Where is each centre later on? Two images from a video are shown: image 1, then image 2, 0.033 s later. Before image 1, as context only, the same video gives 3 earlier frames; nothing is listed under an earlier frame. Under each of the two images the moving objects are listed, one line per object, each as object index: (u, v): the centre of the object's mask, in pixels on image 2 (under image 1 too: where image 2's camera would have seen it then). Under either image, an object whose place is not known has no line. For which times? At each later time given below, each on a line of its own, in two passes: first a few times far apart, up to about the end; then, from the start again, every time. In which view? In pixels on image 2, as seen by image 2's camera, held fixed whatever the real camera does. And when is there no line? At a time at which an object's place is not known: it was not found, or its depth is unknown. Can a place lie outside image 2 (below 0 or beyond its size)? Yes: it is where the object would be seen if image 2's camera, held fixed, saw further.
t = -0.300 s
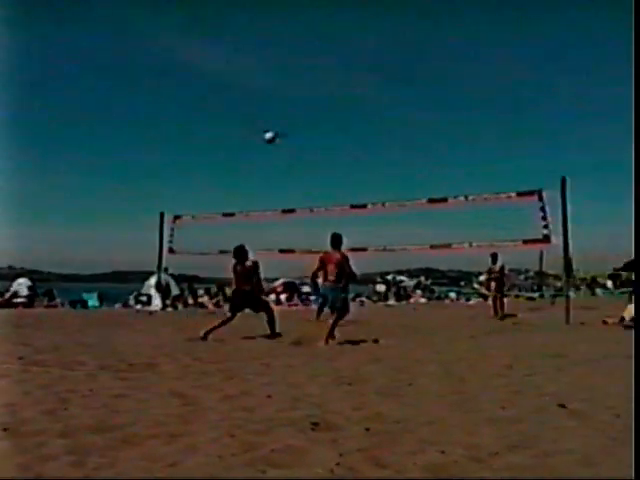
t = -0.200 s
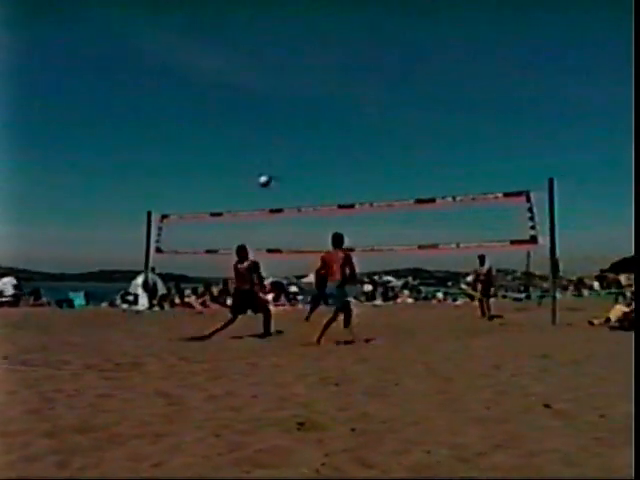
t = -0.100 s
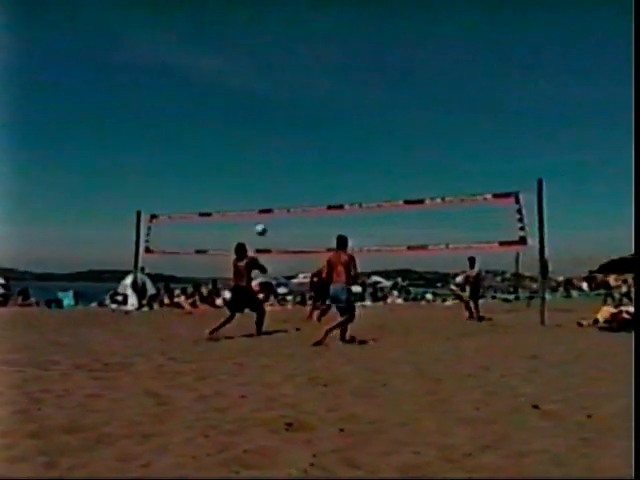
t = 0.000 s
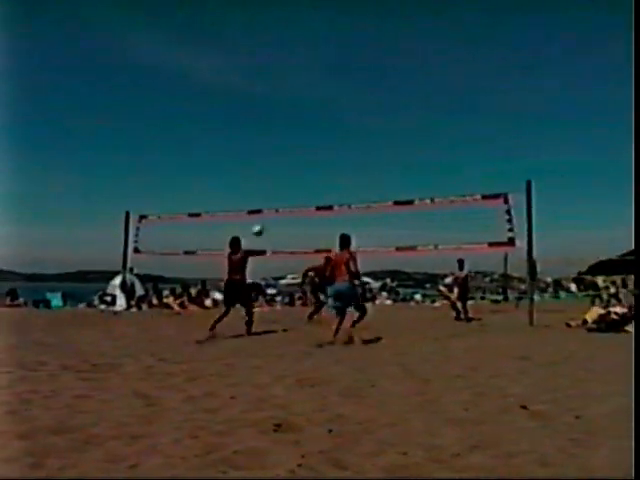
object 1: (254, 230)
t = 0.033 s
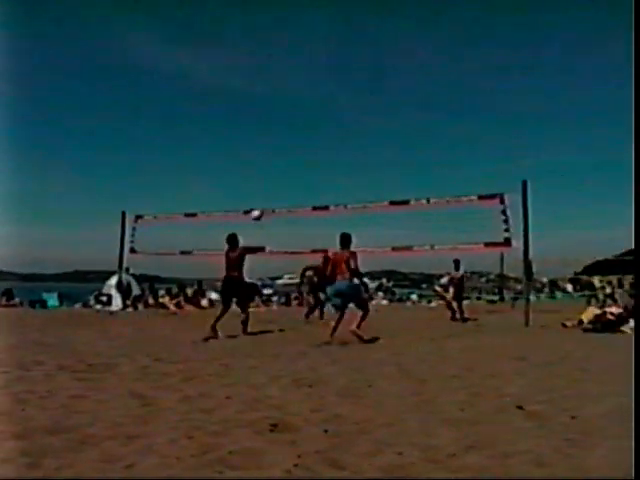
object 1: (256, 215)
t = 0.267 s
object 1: (270, 129)
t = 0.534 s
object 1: (293, 68)
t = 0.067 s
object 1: (259, 201)
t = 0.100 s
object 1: (260, 188)
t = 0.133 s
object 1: (263, 174)
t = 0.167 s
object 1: (266, 161)
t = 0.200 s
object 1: (267, 150)
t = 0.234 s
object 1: (267, 139)
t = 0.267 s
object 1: (270, 129)
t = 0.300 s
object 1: (275, 119)
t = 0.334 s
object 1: (278, 110)
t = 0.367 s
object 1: (281, 101)
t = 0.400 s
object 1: (283, 93)
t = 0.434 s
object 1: (286, 86)
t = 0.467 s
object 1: (288, 79)
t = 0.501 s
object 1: (291, 74)
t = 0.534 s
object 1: (293, 68)
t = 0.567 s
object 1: (296, 63)
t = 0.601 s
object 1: (306, 57)
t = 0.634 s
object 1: (309, 53)
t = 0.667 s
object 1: (311, 50)
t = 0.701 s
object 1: (314, 48)
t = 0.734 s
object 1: (318, 45)
